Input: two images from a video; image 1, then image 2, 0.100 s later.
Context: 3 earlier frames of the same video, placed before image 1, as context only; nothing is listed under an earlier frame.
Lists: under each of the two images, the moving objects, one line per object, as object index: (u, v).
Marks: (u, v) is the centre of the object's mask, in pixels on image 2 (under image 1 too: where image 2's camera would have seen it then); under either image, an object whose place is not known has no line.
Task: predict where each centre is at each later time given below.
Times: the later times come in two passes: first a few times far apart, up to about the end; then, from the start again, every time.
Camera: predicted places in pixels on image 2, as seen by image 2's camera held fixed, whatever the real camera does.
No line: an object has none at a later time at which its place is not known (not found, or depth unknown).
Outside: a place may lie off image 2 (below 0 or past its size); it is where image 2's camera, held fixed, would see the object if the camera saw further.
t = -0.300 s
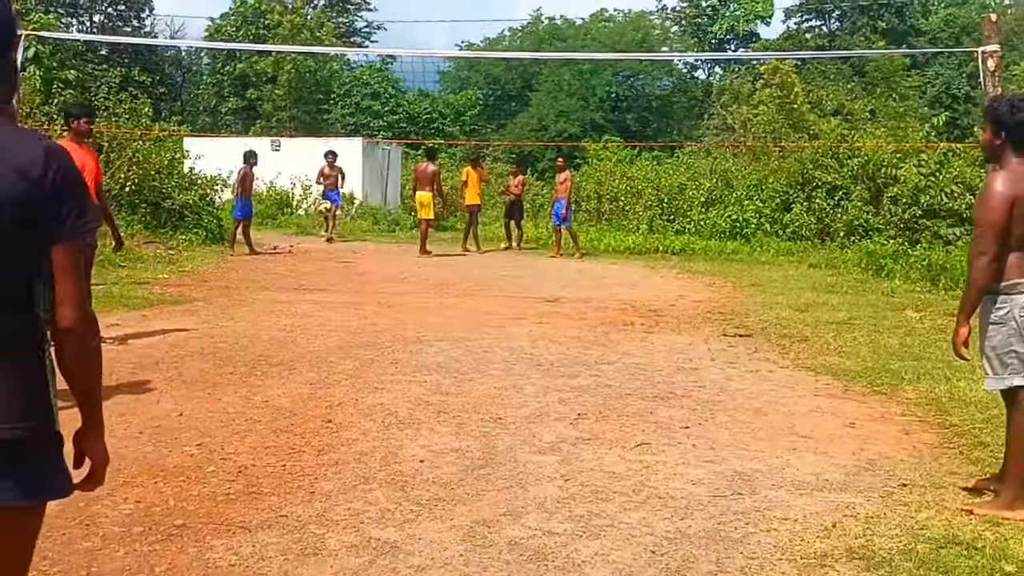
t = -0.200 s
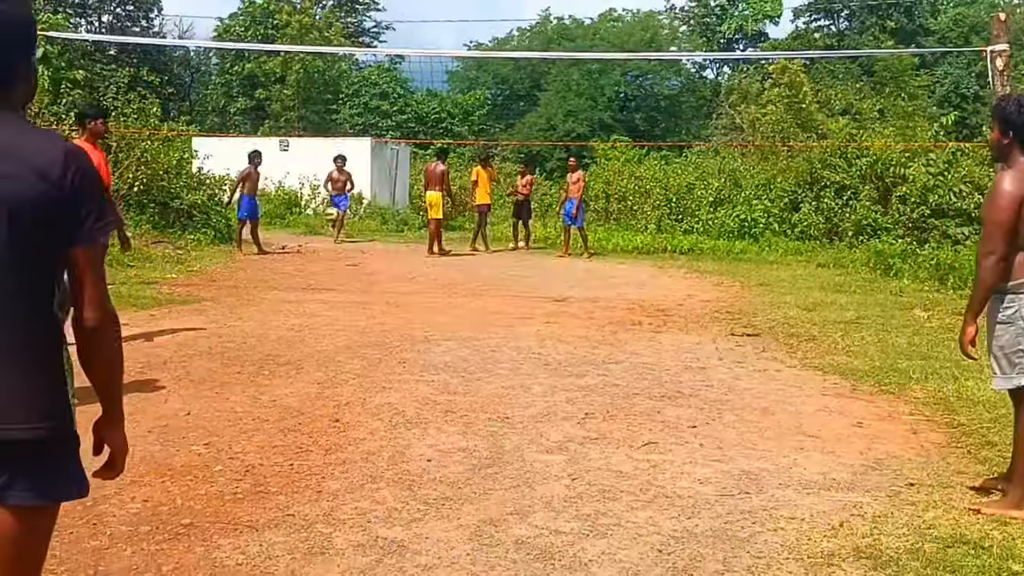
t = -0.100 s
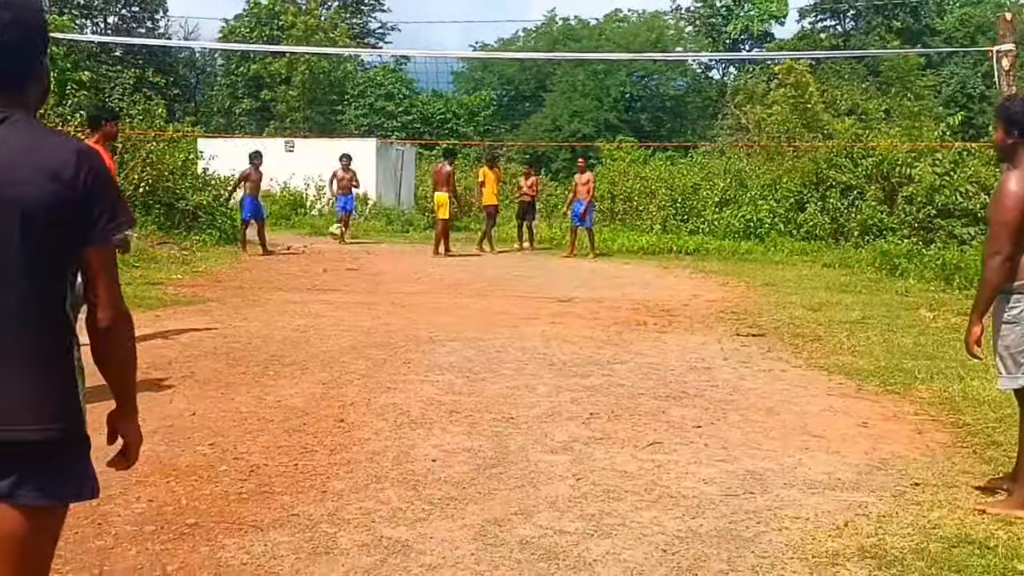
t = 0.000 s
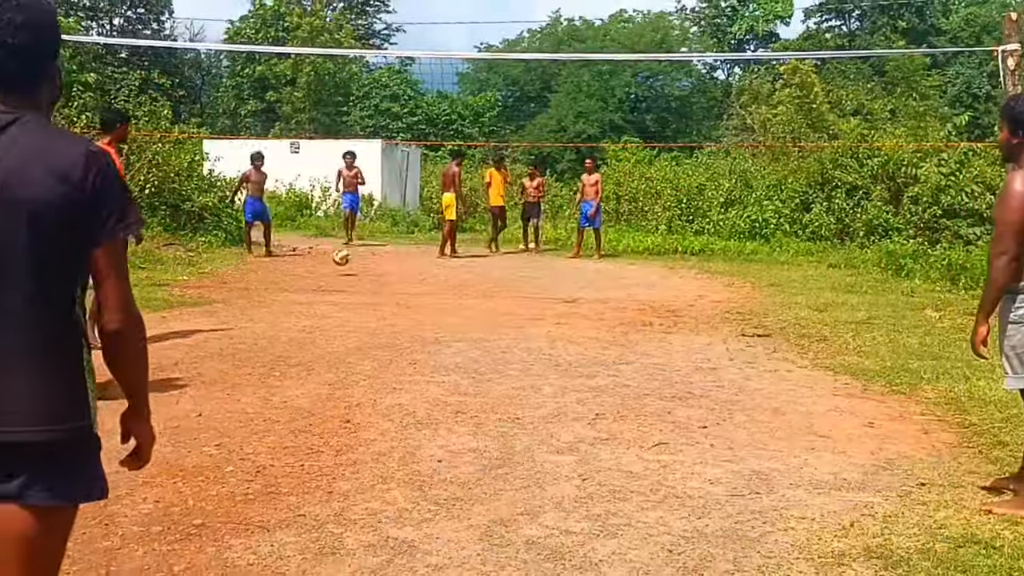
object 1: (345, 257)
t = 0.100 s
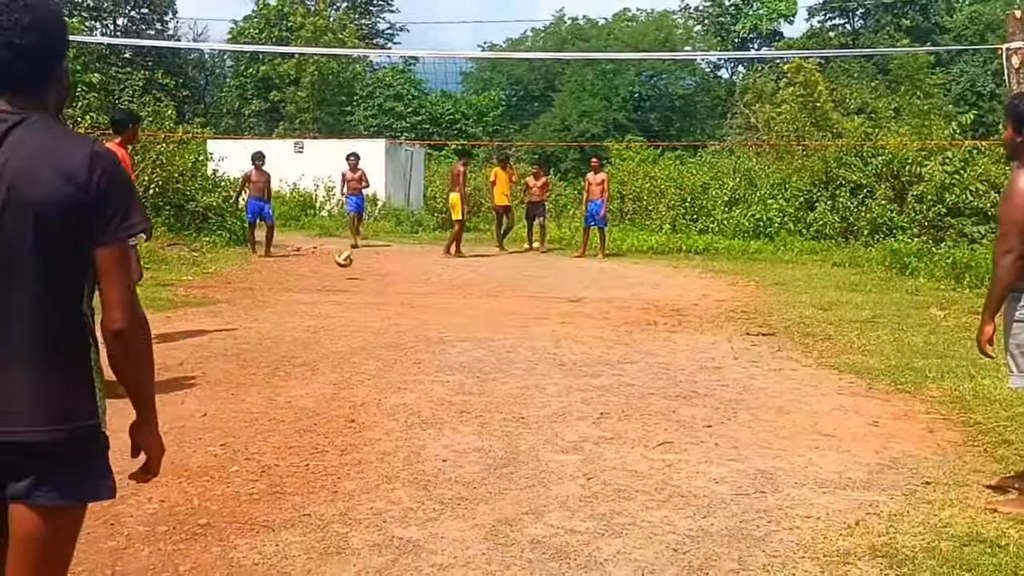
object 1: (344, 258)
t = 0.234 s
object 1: (341, 243)
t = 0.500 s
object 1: (334, 260)
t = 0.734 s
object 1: (329, 276)
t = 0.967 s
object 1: (325, 279)
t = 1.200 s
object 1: (319, 322)
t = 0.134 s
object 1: (343, 253)
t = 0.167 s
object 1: (343, 249)
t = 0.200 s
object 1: (342, 246)
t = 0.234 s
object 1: (341, 243)
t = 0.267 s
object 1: (341, 241)
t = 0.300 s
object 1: (340, 240)
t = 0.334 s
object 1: (339, 241)
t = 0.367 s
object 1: (338, 242)
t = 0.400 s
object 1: (337, 245)
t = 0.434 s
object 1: (336, 249)
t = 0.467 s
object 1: (335, 254)
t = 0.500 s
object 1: (334, 260)
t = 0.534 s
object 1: (334, 268)
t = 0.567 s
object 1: (332, 277)
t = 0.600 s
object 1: (331, 287)
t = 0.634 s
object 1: (330, 294)
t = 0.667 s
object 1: (330, 287)
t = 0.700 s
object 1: (329, 281)
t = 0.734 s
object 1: (329, 276)
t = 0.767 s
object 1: (328, 273)
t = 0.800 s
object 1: (327, 270)
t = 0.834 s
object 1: (327, 270)
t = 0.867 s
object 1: (326, 270)
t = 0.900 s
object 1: (326, 272)
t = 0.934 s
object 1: (325, 274)
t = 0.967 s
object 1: (325, 279)
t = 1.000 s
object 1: (324, 286)
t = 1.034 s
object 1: (322, 295)
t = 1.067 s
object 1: (321, 304)
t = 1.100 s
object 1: (320, 318)
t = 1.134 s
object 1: (320, 330)
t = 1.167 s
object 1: (320, 325)
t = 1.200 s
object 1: (319, 322)
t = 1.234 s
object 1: (319, 322)
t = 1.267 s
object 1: (318, 321)
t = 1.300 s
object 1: (318, 323)
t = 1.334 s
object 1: (318, 327)
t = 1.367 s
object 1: (316, 334)
